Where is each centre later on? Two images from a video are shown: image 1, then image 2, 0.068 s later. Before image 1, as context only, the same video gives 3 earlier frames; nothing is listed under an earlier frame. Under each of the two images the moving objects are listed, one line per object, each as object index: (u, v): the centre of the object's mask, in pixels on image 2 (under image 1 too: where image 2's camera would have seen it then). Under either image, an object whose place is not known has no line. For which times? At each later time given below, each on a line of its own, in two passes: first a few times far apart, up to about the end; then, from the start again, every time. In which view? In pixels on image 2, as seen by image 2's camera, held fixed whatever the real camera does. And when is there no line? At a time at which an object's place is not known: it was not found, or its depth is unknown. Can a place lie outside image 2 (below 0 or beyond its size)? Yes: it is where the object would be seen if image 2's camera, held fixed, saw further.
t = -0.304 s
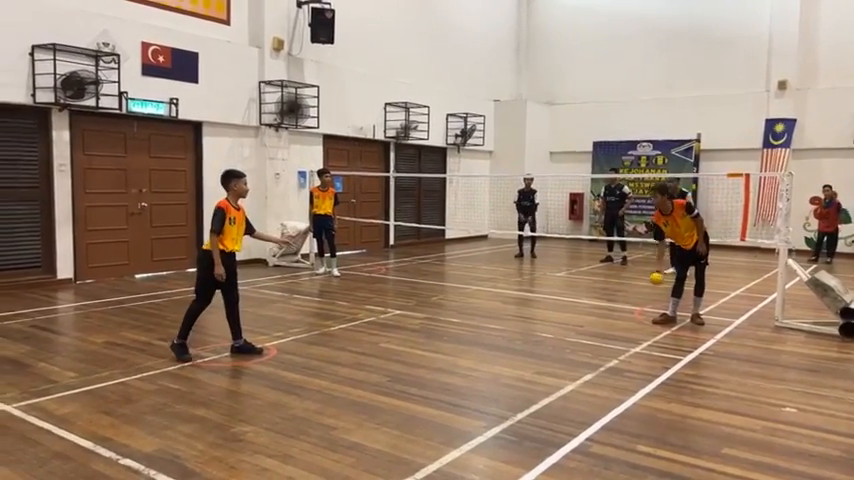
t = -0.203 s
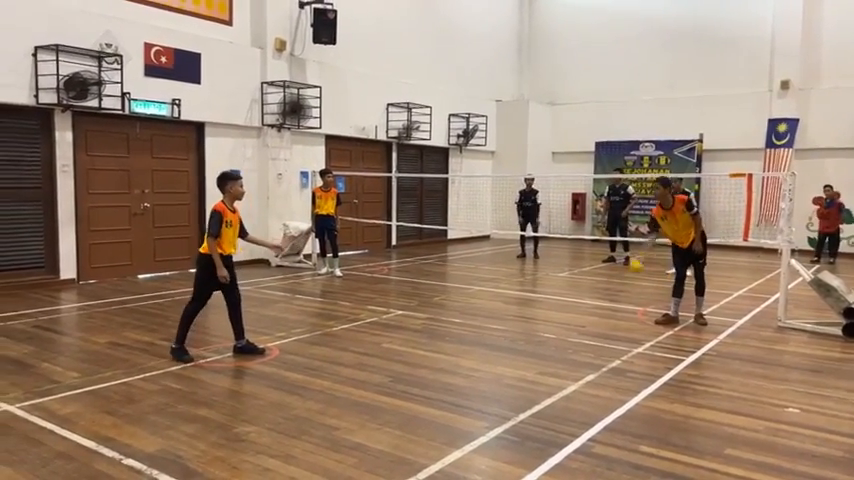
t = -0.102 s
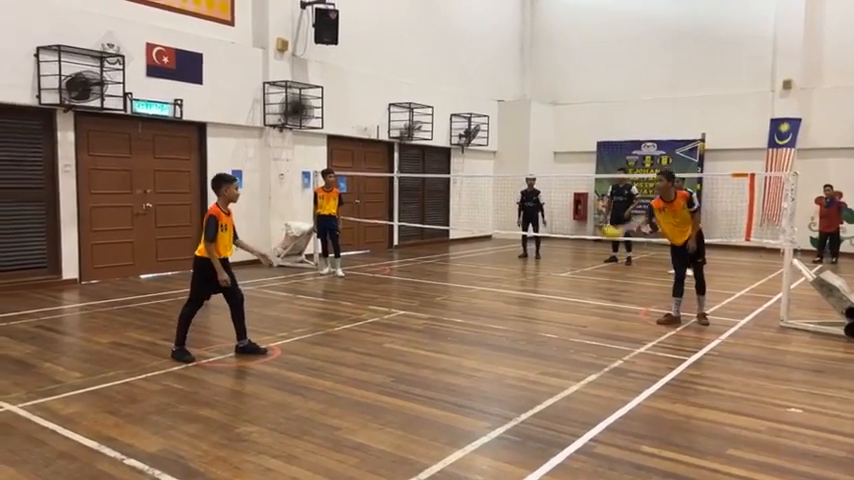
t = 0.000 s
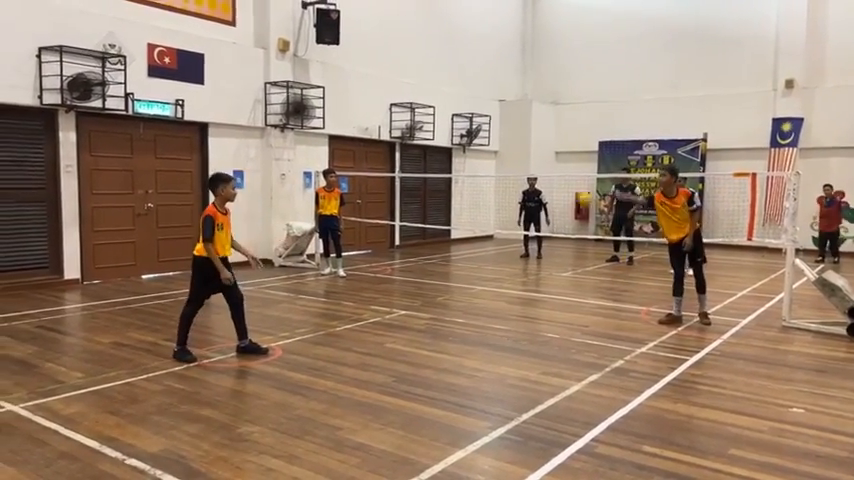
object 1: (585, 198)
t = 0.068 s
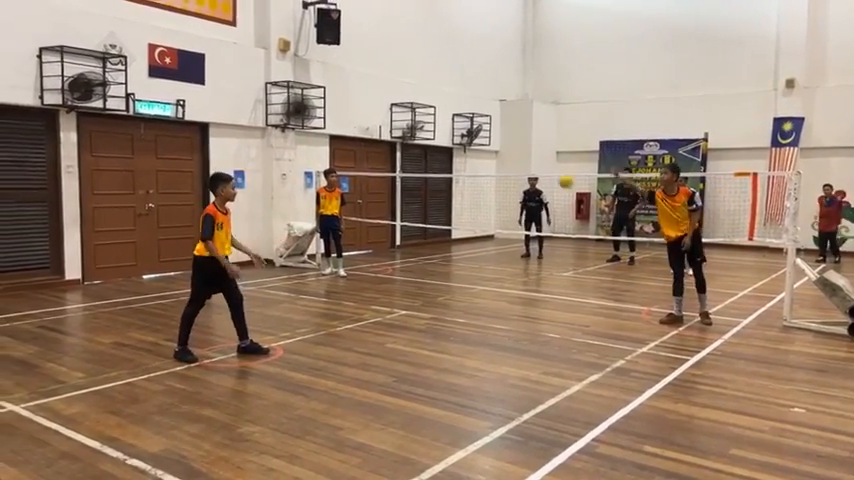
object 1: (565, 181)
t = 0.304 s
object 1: (493, 153)
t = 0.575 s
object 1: (399, 195)
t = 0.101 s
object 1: (555, 174)
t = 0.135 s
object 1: (545, 167)
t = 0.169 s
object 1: (535, 162)
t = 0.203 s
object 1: (524, 158)
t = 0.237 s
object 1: (514, 156)
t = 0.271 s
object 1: (504, 154)
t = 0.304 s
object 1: (493, 153)
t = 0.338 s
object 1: (481, 154)
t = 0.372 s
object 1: (470, 155)
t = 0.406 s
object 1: (458, 159)
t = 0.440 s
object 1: (447, 162)
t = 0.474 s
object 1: (436, 168)
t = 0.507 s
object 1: (423, 177)
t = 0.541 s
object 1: (412, 185)
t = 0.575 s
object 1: (399, 195)
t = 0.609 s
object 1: (386, 207)
